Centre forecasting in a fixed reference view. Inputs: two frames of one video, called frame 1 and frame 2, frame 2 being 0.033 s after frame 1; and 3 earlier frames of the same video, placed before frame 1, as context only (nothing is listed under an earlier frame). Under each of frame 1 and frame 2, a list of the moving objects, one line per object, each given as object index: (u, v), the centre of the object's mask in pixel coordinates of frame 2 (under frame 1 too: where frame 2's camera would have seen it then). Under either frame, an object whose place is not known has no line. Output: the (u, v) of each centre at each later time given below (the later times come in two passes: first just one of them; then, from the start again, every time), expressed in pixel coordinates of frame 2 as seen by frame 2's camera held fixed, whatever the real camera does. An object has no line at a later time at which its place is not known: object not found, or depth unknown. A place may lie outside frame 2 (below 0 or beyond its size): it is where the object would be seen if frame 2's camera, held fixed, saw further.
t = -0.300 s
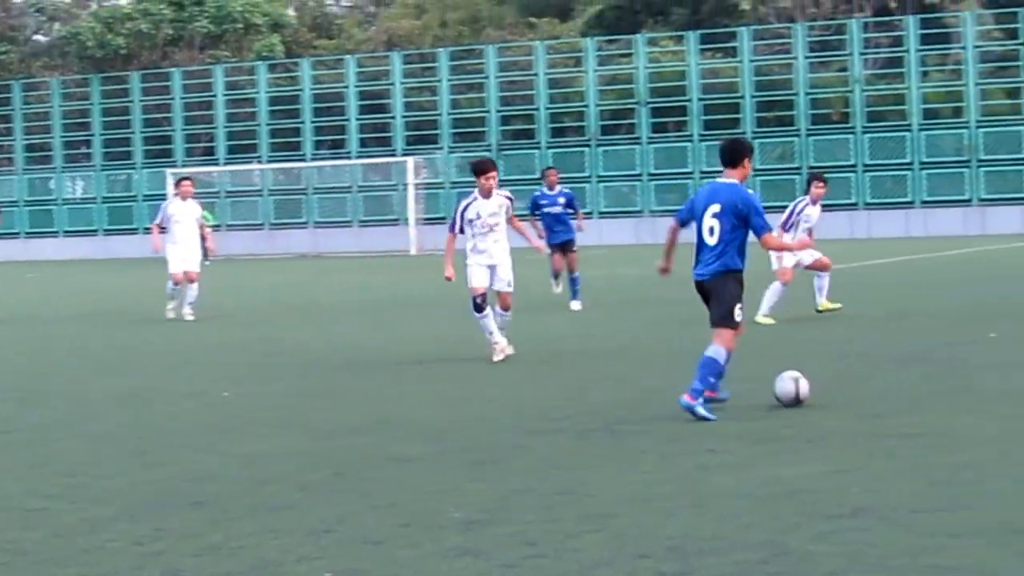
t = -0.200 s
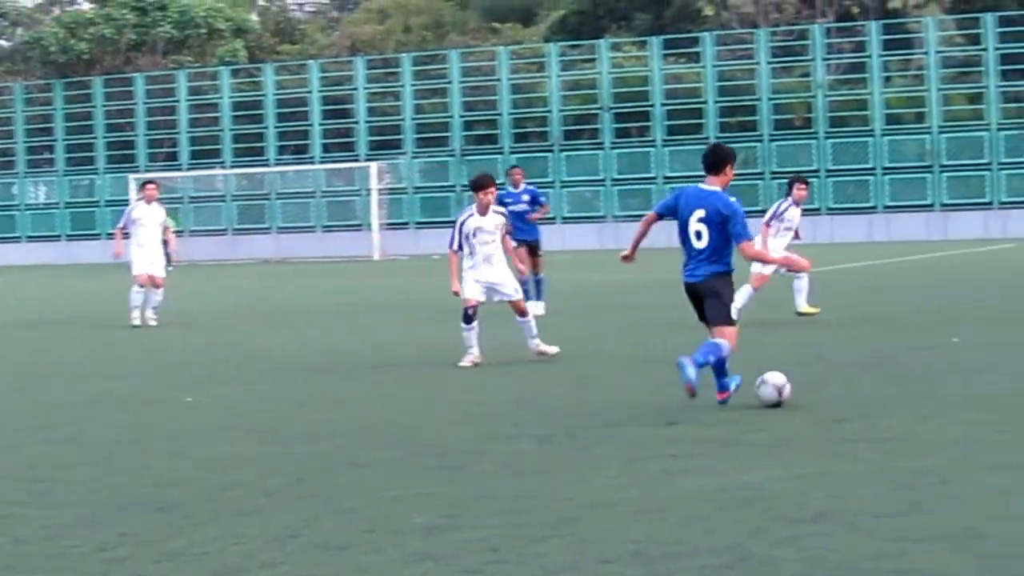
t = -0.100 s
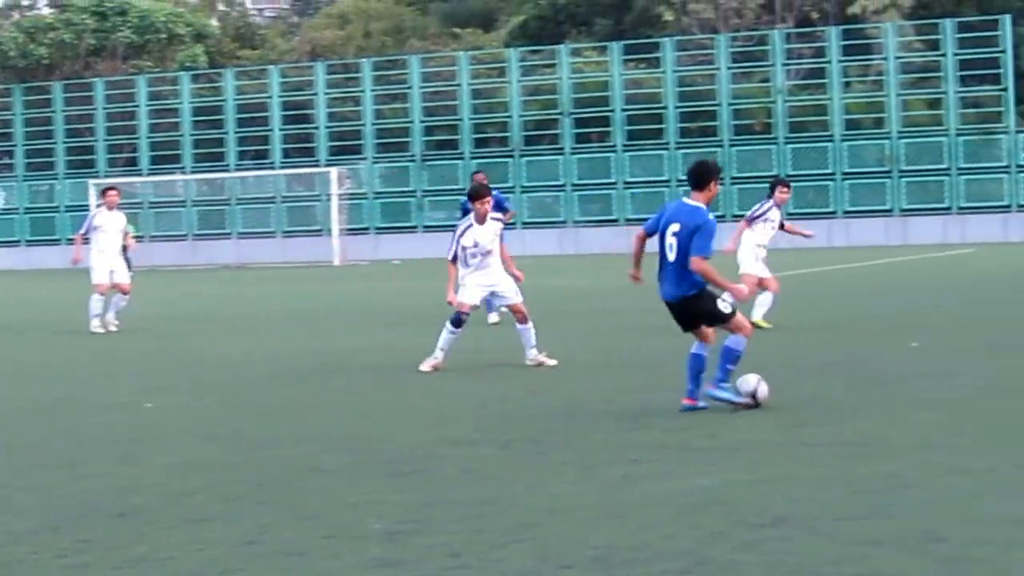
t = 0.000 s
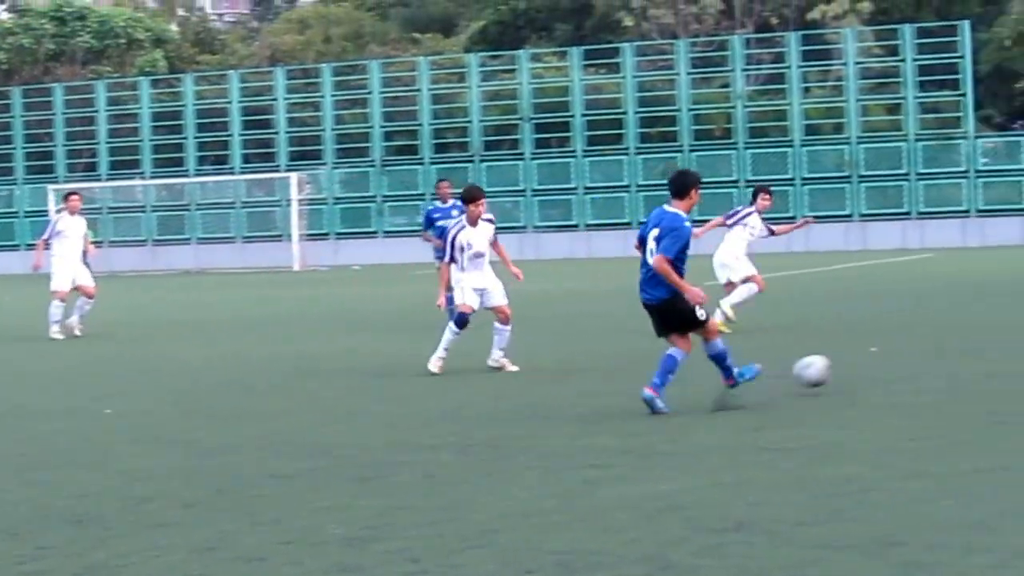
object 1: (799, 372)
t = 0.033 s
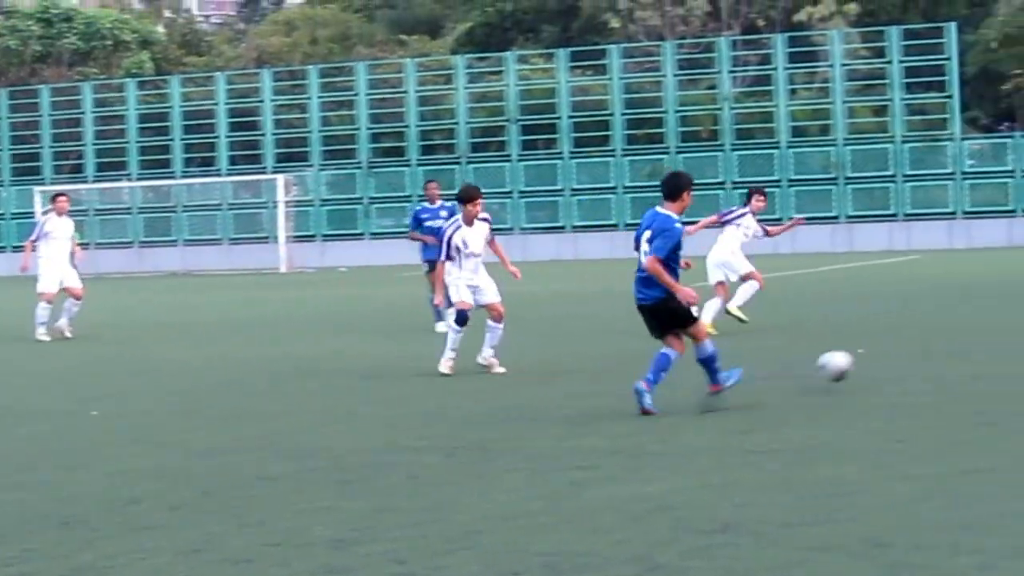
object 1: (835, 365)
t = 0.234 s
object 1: (1006, 338)
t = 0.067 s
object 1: (870, 360)
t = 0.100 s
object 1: (902, 358)
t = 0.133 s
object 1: (934, 358)
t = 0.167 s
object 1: (958, 355)
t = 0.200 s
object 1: (984, 344)
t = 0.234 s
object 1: (1006, 338)
